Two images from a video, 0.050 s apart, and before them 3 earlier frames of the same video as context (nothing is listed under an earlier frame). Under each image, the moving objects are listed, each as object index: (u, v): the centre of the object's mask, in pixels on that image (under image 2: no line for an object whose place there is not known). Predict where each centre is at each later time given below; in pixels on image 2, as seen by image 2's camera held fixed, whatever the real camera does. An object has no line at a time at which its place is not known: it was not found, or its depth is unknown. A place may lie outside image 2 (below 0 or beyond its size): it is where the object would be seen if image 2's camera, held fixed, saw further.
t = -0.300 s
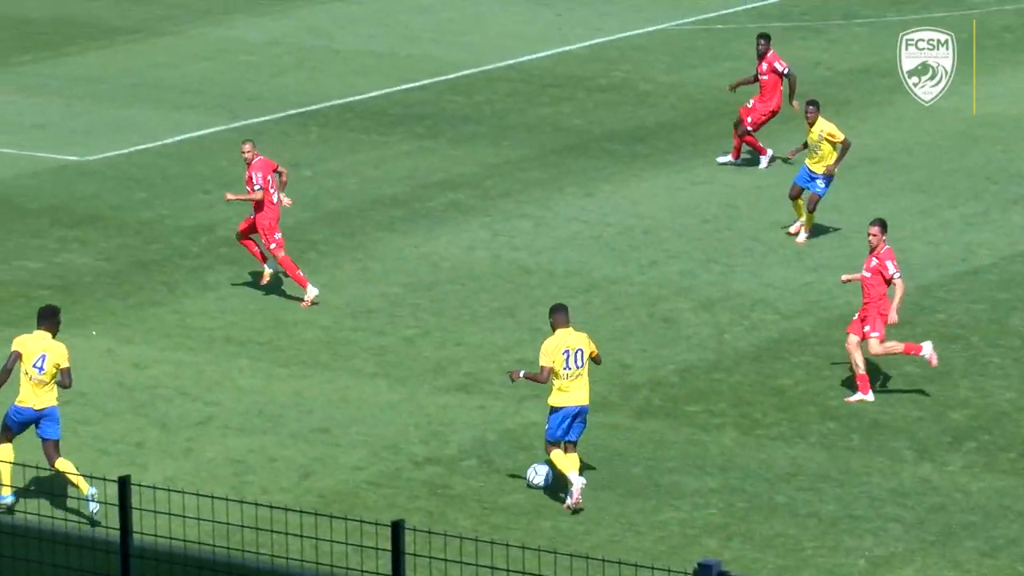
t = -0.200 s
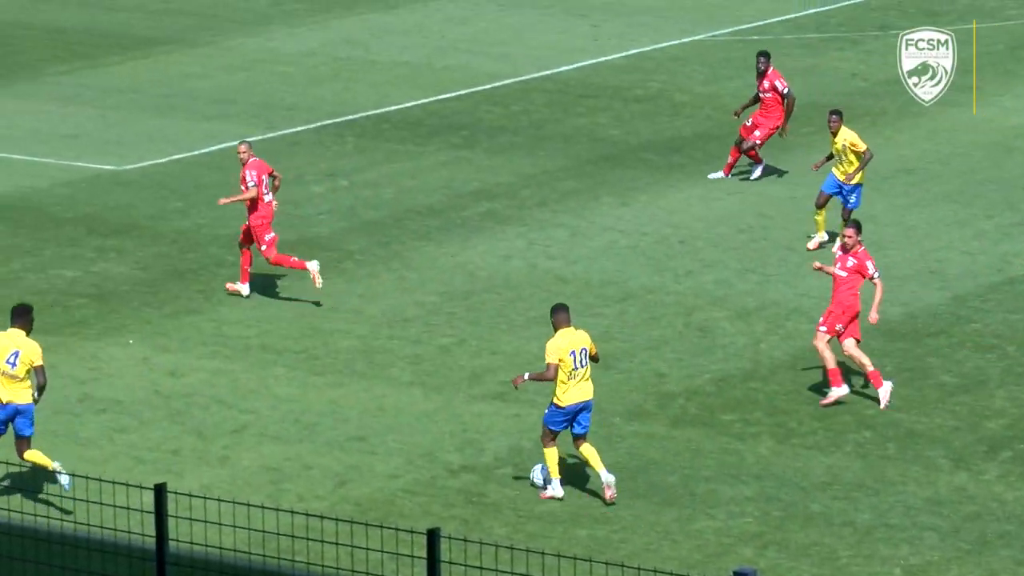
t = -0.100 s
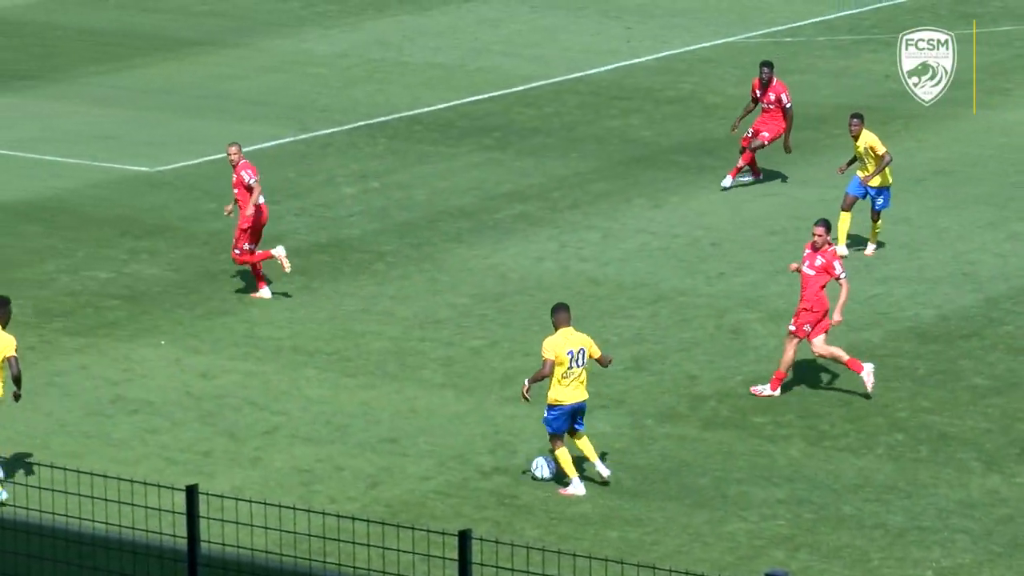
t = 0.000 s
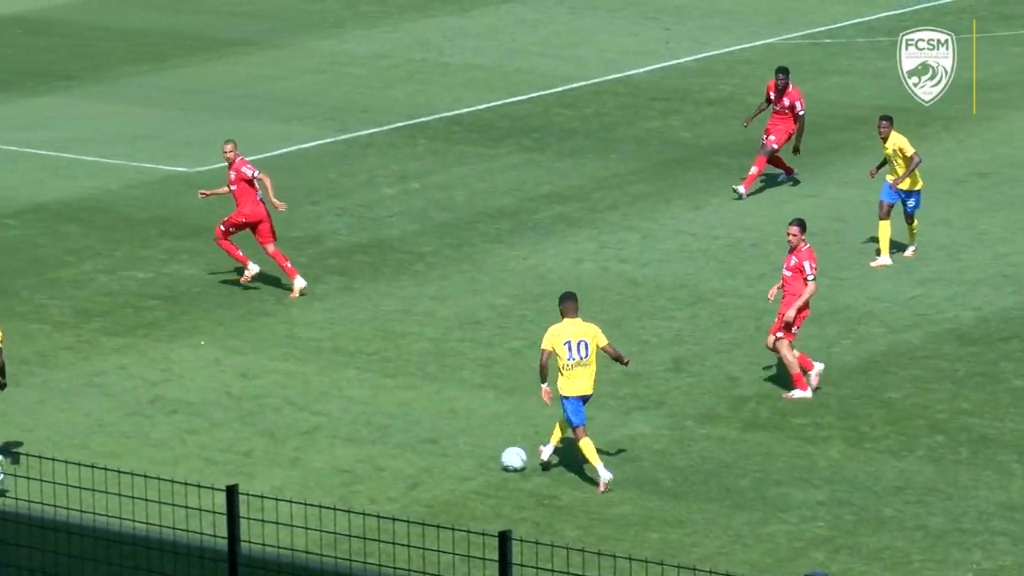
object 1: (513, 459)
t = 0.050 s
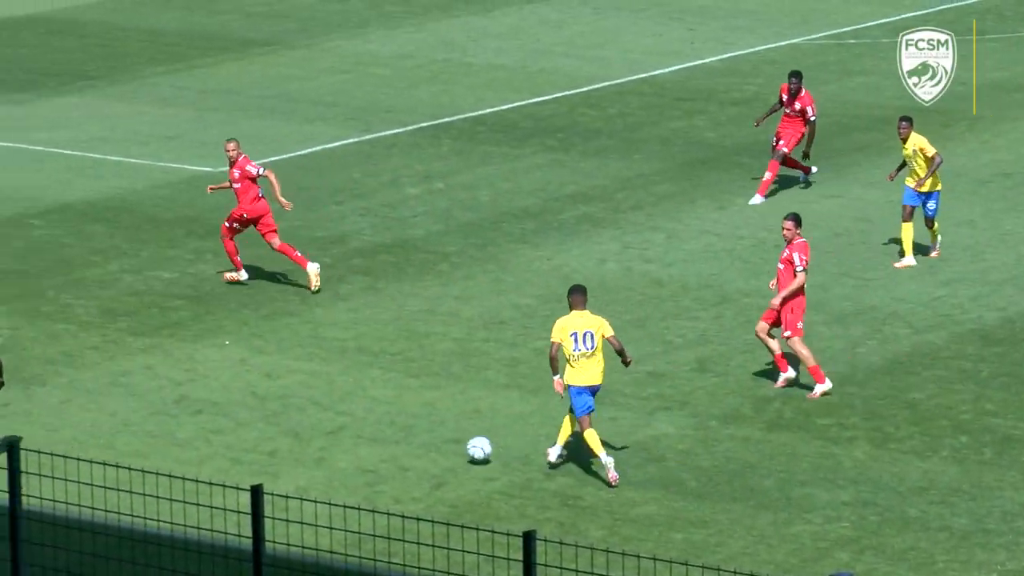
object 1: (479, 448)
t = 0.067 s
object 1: (460, 446)
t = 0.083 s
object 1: (440, 443)
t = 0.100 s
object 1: (421, 441)
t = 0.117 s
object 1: (402, 440)
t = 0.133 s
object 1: (383, 438)
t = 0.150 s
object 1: (364, 438)
